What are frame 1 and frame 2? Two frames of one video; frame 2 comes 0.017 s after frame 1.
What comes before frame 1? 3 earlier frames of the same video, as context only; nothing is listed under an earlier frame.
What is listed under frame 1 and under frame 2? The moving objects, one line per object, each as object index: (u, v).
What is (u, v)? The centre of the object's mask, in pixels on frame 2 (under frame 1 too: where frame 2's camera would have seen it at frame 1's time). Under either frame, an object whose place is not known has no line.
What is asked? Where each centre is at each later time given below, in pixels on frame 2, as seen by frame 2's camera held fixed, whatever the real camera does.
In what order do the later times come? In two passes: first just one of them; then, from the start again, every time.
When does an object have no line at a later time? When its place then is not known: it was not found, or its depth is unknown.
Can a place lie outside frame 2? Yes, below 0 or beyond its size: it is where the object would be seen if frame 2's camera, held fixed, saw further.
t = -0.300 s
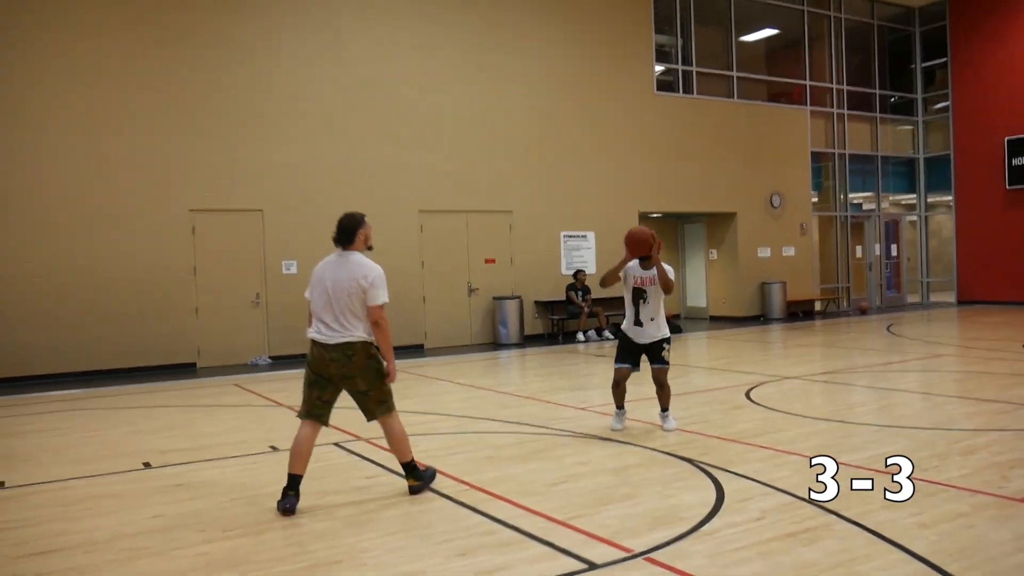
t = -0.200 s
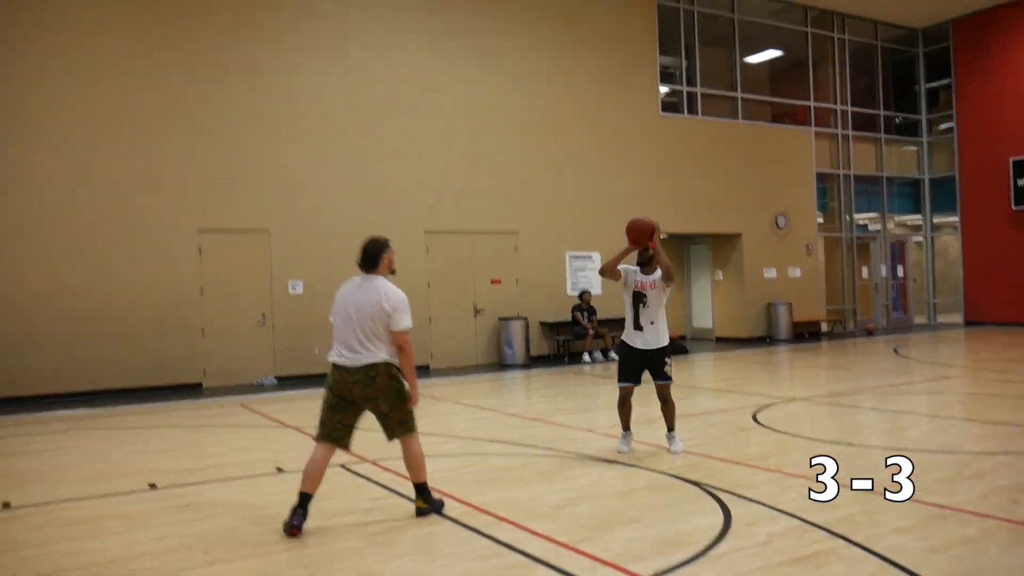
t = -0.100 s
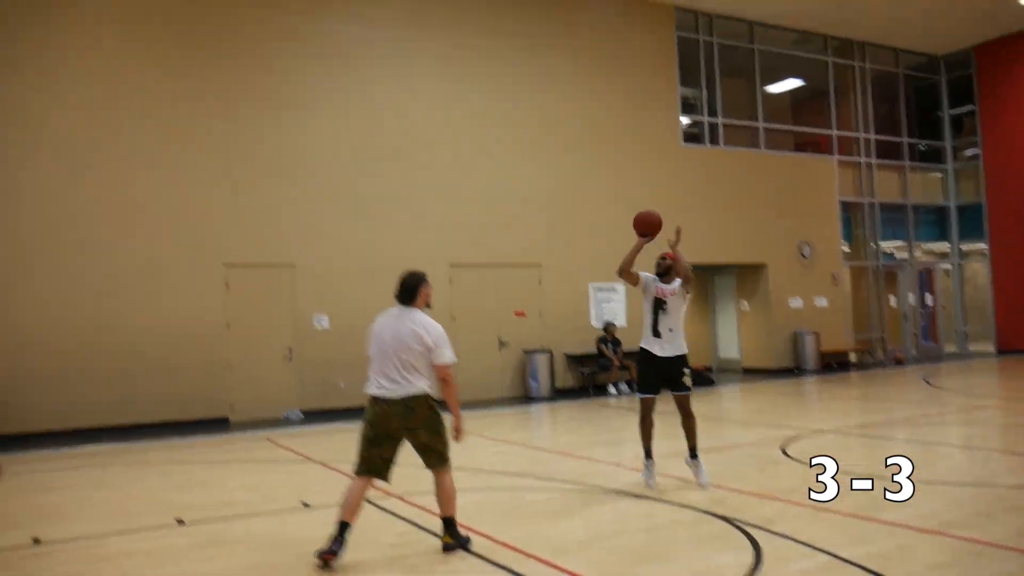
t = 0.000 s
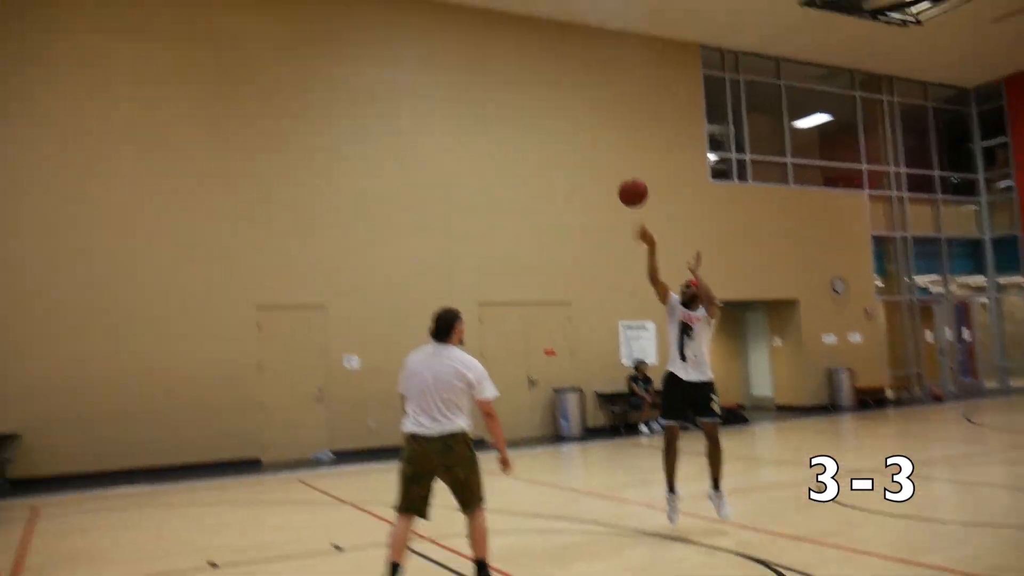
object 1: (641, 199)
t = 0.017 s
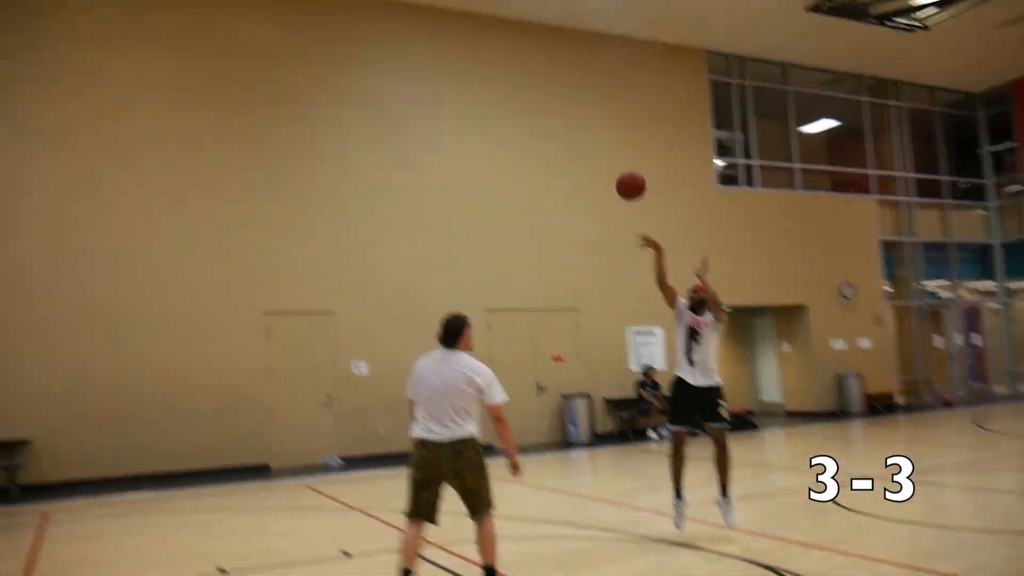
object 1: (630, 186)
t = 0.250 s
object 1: (490, 34)
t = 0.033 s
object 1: (621, 174)
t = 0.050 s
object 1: (612, 162)
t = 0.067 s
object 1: (602, 150)
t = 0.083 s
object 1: (592, 139)
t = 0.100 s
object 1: (582, 127)
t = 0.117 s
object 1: (572, 117)
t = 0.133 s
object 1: (562, 105)
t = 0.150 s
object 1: (552, 94)
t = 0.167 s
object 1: (541, 84)
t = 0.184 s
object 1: (530, 74)
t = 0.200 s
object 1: (519, 63)
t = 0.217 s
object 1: (510, 54)
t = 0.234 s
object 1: (499, 45)
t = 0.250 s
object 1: (490, 34)
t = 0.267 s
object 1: (479, 25)
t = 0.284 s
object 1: (468, 17)
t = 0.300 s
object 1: (458, 9)
